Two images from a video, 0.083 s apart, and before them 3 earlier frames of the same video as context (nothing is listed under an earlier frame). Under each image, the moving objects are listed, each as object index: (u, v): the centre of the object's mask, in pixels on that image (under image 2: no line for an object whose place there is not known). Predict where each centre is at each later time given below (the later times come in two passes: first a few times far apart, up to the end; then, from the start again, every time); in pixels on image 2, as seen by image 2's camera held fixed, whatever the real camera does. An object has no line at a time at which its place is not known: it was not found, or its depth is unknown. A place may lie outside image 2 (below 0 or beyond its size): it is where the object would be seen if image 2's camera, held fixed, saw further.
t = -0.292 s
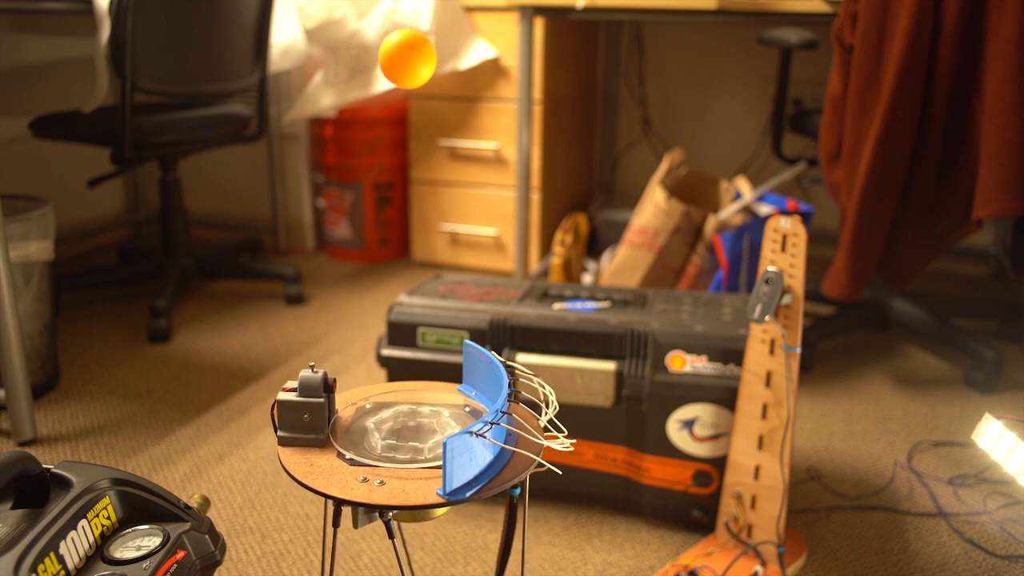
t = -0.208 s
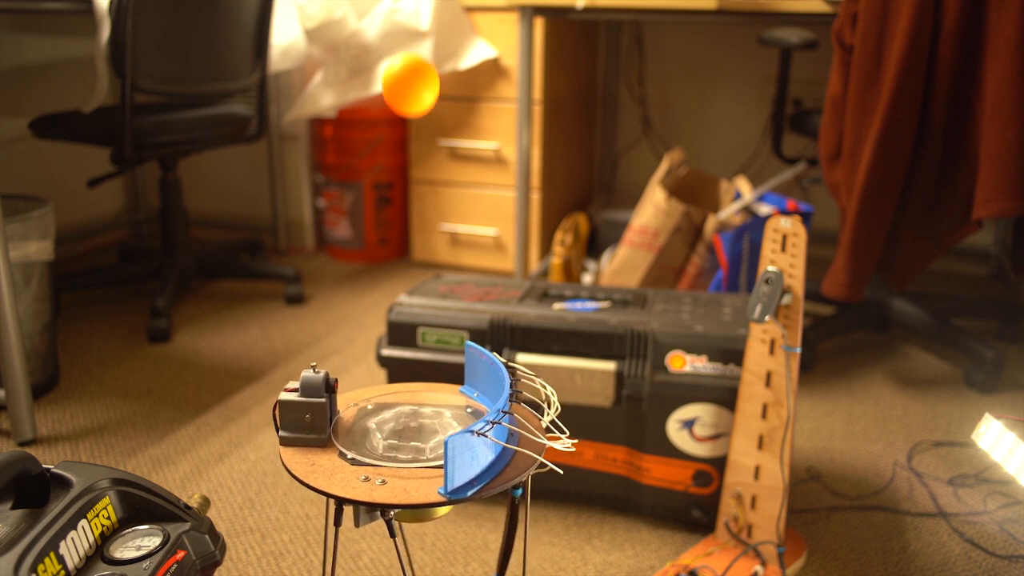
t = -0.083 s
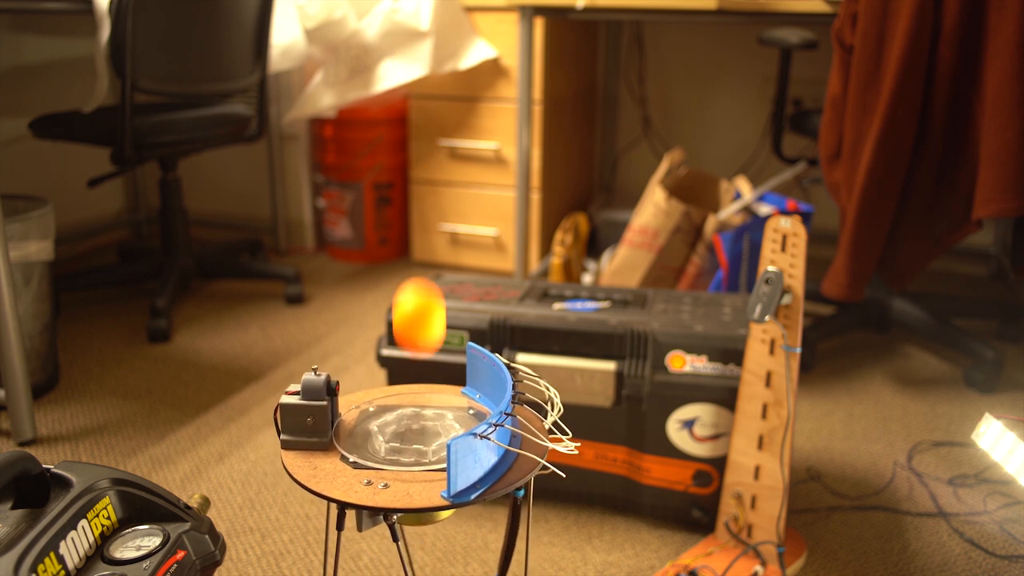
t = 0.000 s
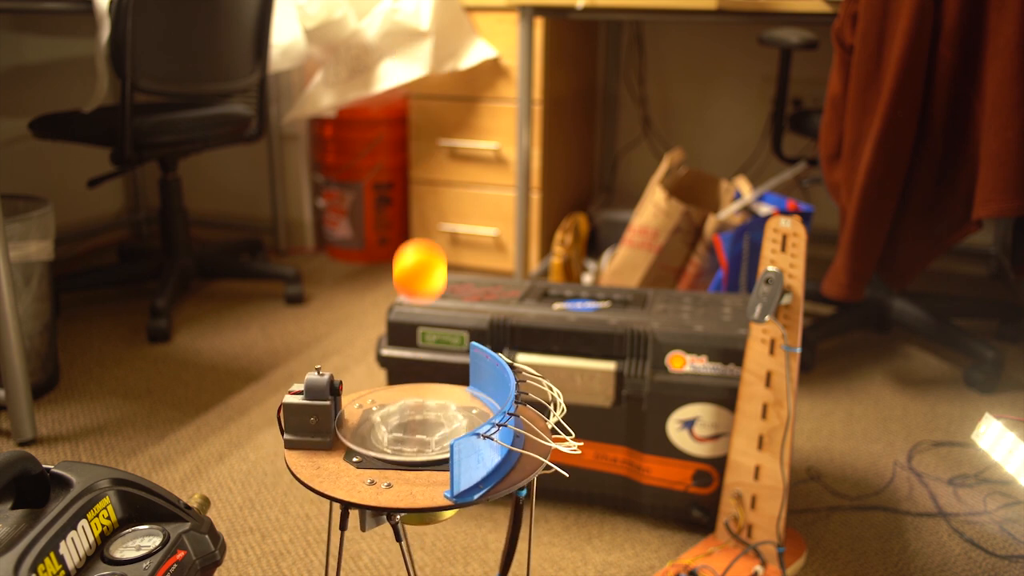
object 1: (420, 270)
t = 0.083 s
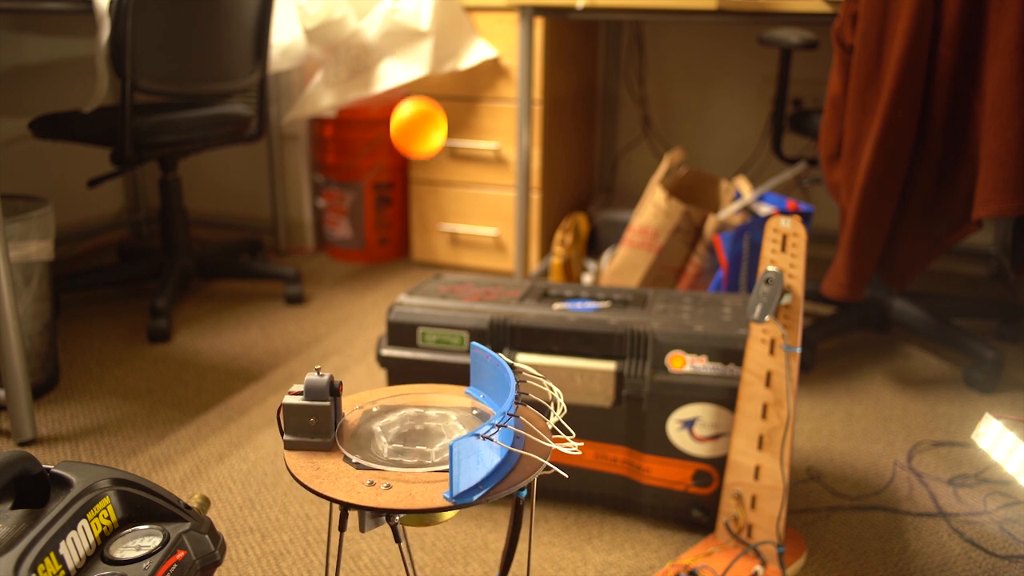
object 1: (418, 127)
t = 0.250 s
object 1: (423, 94)
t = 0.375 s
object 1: (430, 335)
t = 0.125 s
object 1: (419, 84)
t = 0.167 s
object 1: (420, 61)
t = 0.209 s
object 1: (421, 63)
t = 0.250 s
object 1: (423, 94)
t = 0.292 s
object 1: (425, 147)
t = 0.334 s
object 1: (427, 229)
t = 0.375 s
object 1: (430, 335)
